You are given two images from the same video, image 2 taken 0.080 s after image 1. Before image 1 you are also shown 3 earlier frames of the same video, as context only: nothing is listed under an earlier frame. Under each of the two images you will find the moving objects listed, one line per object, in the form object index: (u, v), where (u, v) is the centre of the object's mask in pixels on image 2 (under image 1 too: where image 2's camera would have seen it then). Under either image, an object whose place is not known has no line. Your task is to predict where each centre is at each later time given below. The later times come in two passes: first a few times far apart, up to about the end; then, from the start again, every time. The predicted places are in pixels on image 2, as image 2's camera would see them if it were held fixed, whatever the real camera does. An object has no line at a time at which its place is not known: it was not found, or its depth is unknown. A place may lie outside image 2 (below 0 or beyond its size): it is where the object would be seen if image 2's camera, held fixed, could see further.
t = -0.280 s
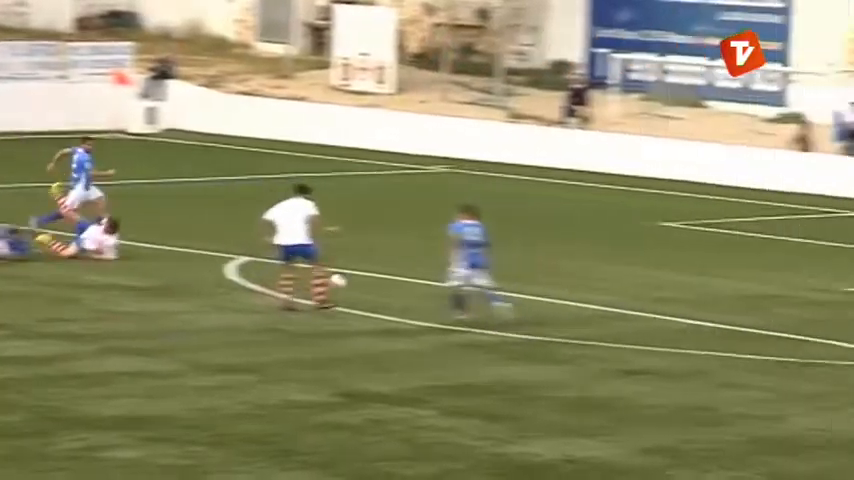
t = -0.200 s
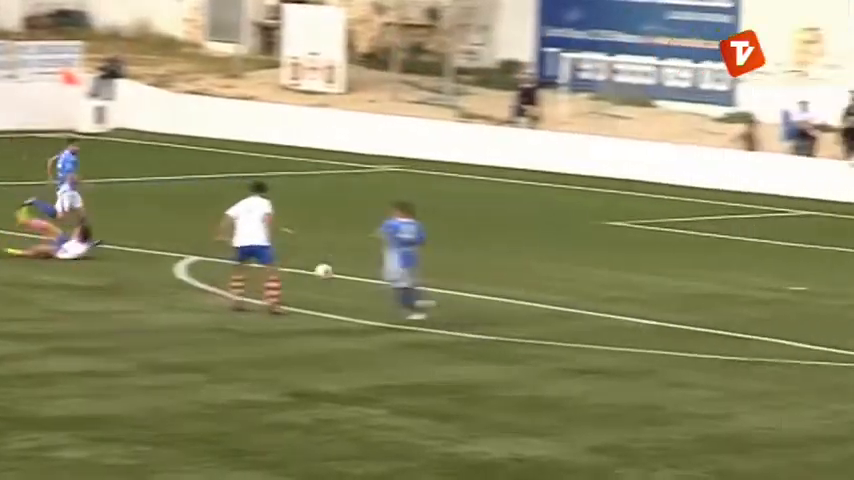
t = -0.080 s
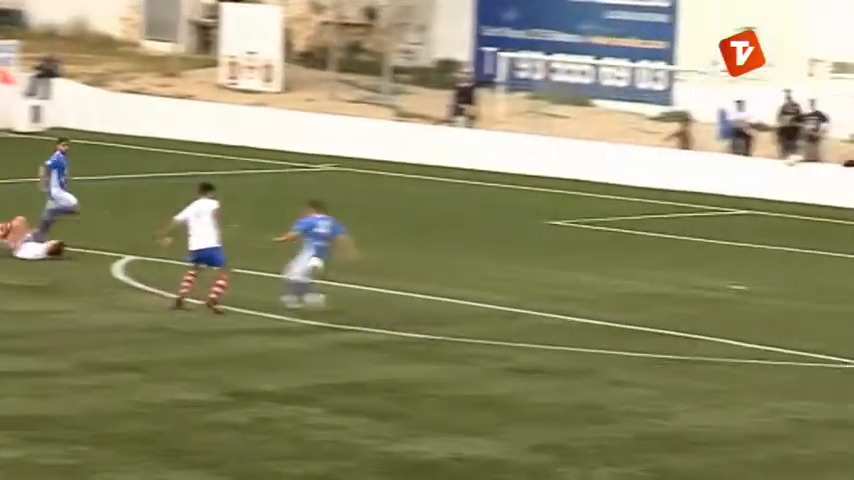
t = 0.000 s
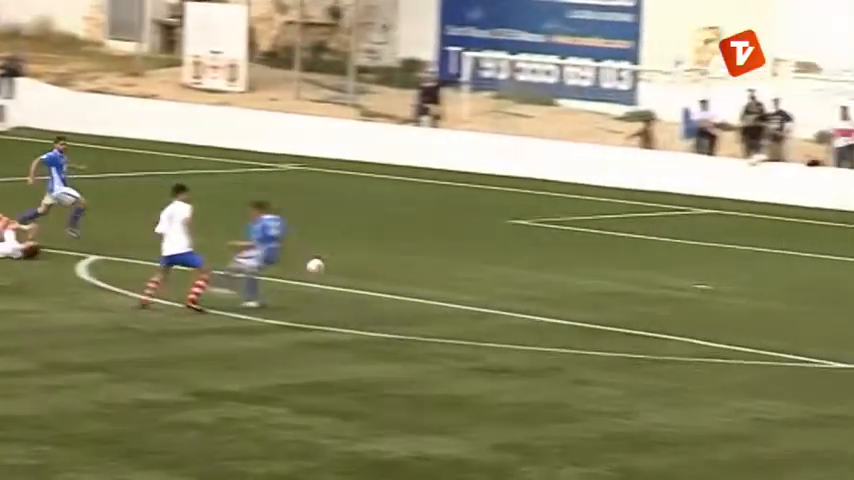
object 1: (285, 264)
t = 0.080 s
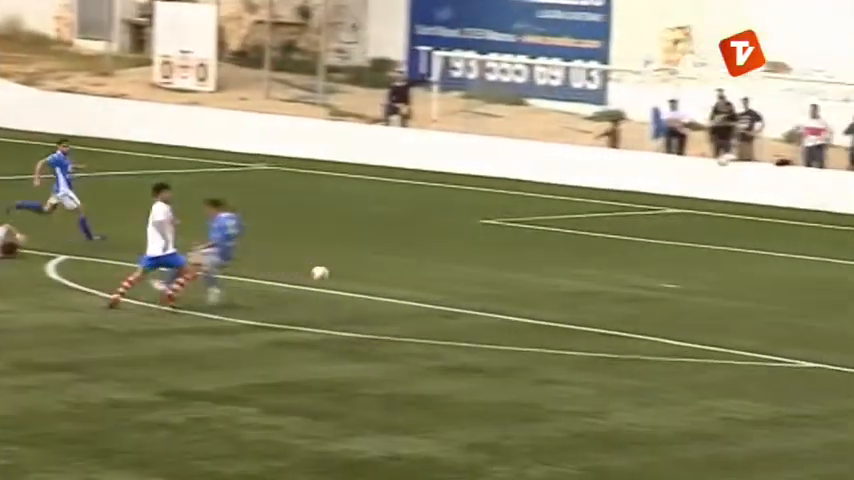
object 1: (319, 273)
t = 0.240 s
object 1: (388, 299)
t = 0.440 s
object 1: (471, 305)
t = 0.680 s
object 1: (568, 301)
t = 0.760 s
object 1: (600, 309)
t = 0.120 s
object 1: (337, 277)
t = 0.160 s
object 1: (354, 284)
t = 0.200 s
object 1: (371, 290)
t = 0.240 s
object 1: (388, 299)
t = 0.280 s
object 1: (404, 309)
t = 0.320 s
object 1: (421, 320)
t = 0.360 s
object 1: (437, 316)
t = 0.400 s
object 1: (454, 310)
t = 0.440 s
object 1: (471, 305)
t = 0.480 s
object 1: (487, 301)
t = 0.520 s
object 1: (504, 297)
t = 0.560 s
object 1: (520, 297)
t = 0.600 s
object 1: (536, 297)
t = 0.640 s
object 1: (552, 299)
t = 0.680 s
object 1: (568, 301)
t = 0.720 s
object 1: (584, 305)
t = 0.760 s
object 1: (600, 309)
